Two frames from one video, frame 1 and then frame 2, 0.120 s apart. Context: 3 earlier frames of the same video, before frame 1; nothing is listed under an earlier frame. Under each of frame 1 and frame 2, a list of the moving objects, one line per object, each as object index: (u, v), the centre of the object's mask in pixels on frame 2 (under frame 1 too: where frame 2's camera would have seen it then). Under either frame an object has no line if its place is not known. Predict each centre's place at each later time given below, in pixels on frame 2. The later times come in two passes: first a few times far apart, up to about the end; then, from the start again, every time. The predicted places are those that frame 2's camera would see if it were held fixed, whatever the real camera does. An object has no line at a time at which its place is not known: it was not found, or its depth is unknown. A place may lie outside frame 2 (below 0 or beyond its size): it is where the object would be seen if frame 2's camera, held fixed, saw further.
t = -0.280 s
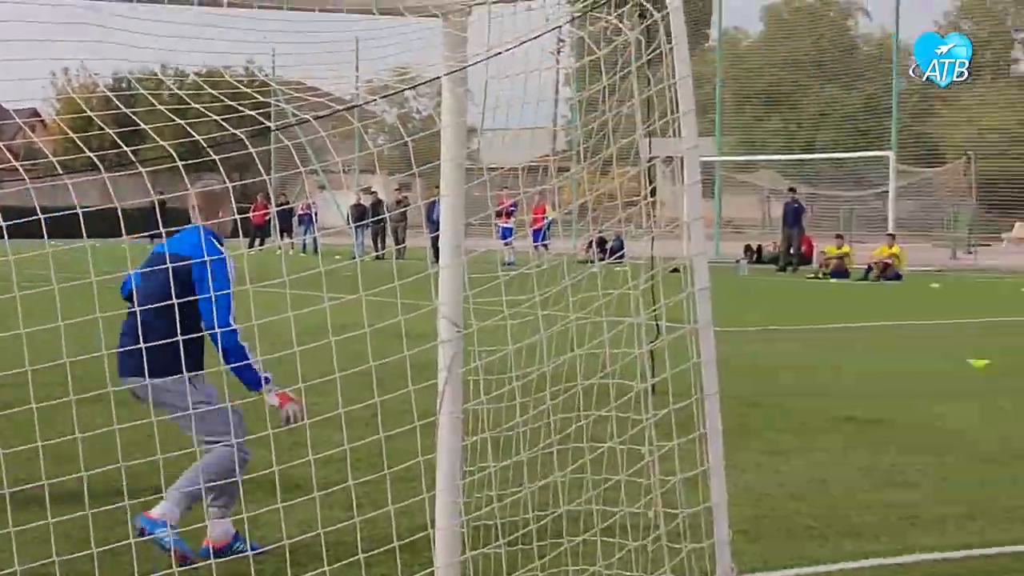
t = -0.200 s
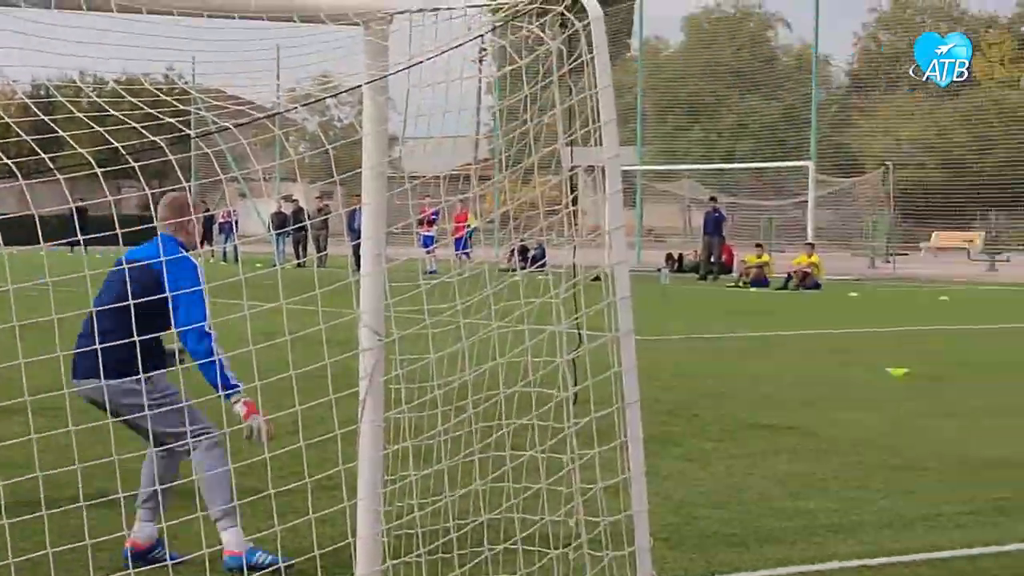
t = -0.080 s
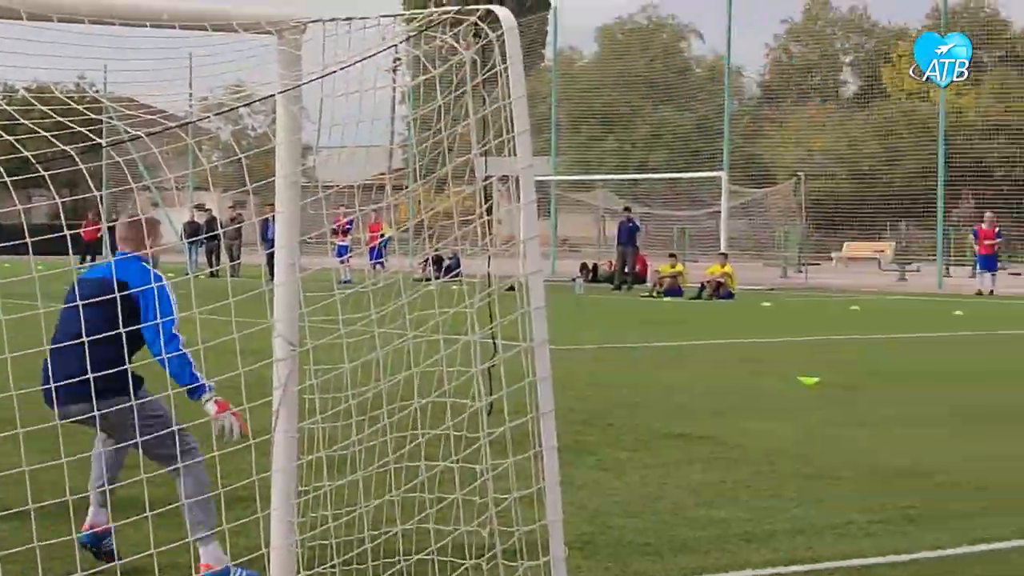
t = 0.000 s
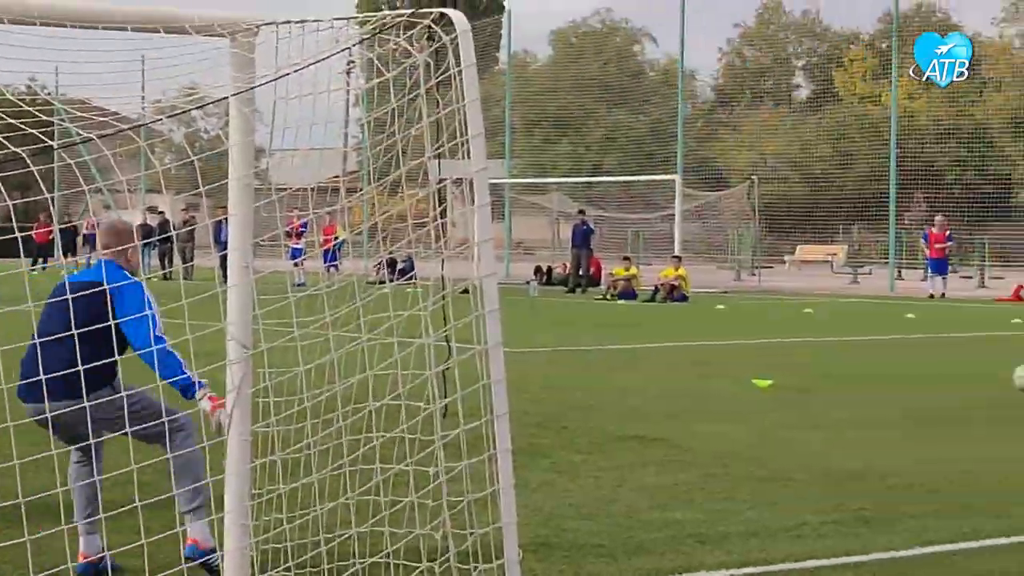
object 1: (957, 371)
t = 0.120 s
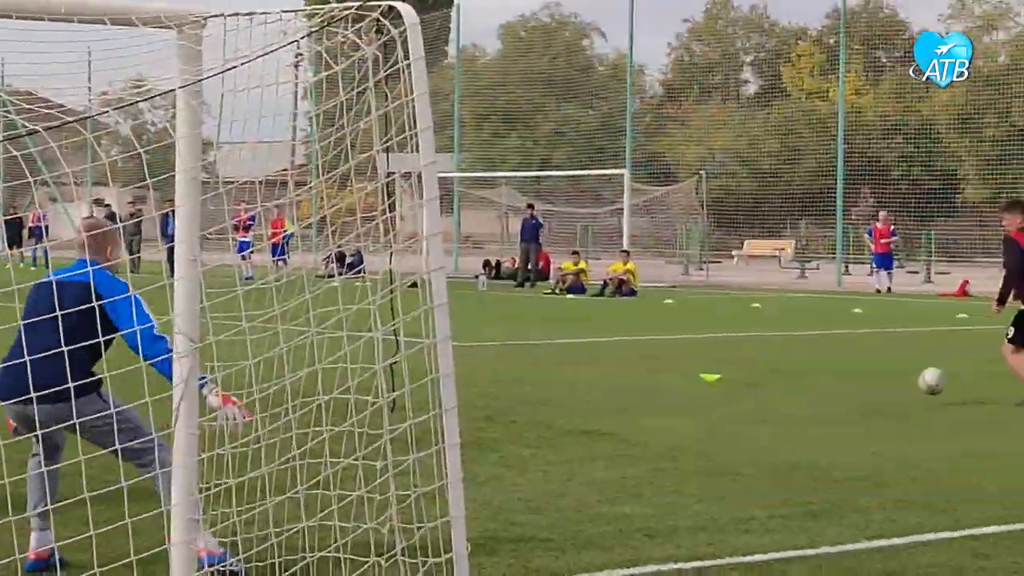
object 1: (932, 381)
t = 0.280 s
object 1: (899, 385)
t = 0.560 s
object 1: (876, 394)
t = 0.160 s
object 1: (917, 391)
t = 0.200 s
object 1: (909, 392)
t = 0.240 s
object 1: (902, 387)
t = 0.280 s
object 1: (899, 385)
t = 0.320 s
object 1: (894, 385)
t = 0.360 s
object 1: (889, 387)
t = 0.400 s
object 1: (884, 391)
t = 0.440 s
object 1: (879, 396)
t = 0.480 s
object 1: (878, 394)
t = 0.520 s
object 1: (877, 393)
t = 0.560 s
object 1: (876, 394)
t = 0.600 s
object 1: (875, 395)
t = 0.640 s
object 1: (873, 396)
